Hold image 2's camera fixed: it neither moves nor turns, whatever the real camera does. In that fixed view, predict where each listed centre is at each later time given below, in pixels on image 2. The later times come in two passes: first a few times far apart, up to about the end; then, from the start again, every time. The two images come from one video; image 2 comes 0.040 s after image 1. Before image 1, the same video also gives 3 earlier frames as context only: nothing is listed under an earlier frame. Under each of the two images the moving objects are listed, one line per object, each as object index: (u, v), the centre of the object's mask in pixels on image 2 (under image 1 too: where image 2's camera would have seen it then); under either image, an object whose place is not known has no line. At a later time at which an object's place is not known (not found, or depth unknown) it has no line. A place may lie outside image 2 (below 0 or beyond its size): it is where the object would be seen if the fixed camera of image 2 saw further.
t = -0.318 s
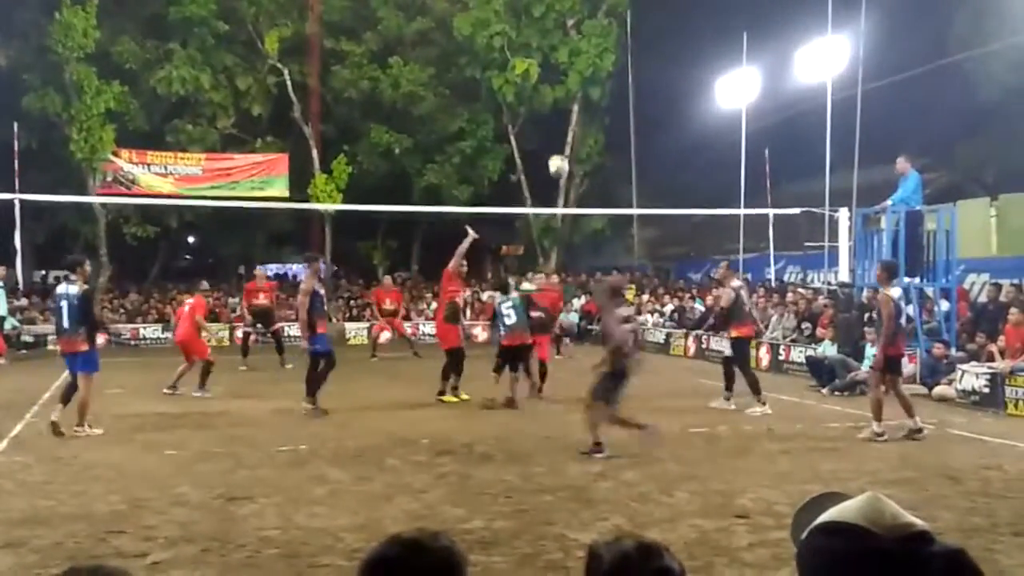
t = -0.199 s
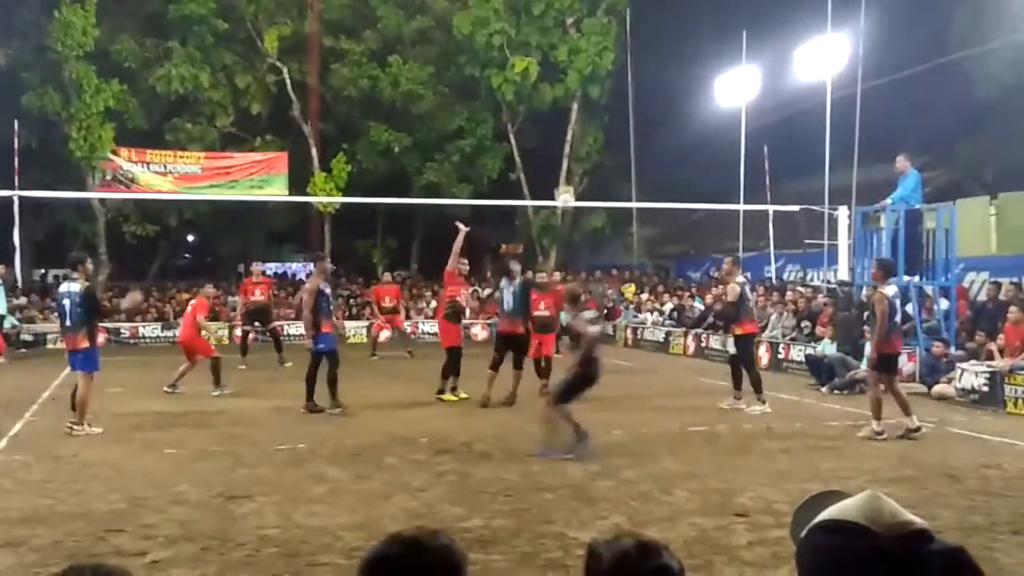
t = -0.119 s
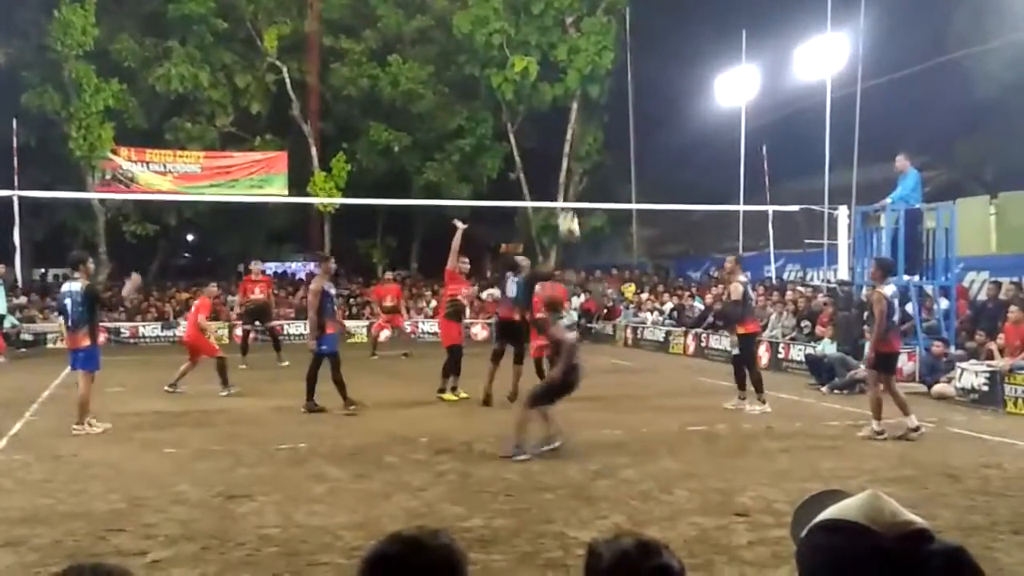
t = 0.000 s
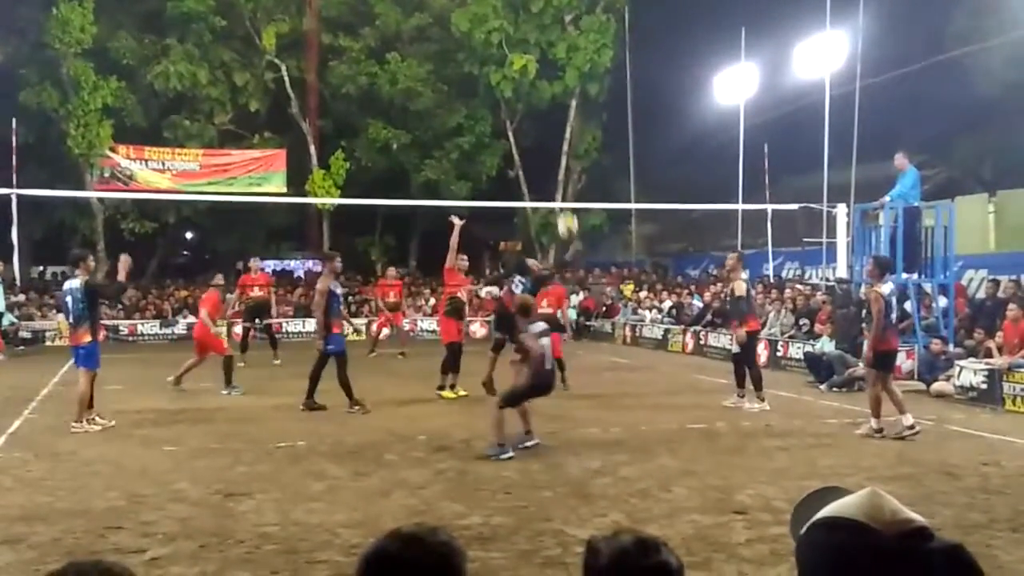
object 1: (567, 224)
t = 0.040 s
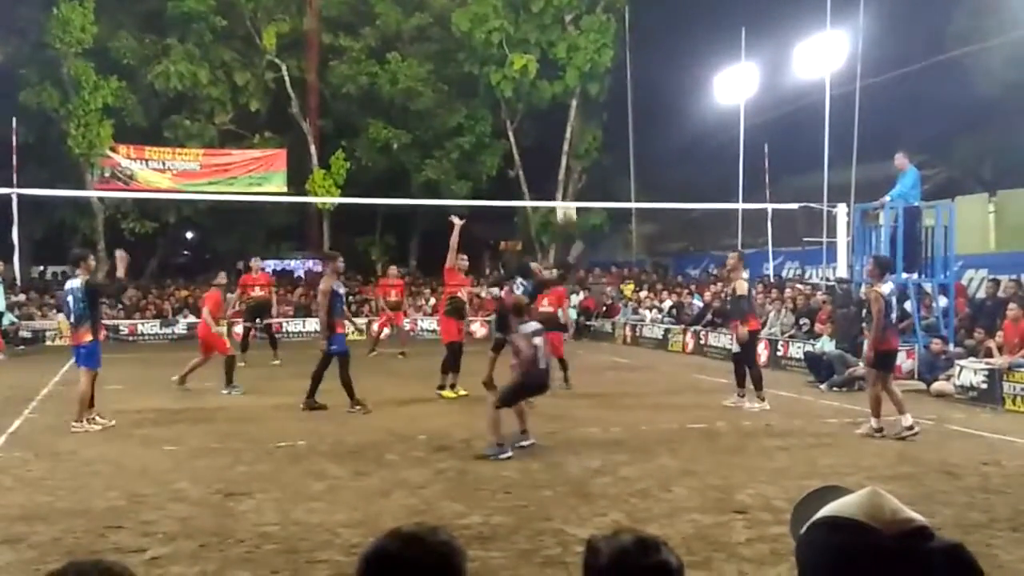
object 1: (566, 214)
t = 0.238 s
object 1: (556, 171)
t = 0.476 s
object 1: (545, 166)
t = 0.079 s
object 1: (565, 202)
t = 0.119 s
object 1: (562, 191)
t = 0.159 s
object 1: (560, 182)
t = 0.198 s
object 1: (559, 176)
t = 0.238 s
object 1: (556, 171)
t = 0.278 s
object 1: (554, 166)
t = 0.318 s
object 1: (553, 164)
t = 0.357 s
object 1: (551, 162)
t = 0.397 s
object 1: (549, 162)
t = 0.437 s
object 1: (547, 163)
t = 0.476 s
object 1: (545, 166)
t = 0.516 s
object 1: (543, 170)
